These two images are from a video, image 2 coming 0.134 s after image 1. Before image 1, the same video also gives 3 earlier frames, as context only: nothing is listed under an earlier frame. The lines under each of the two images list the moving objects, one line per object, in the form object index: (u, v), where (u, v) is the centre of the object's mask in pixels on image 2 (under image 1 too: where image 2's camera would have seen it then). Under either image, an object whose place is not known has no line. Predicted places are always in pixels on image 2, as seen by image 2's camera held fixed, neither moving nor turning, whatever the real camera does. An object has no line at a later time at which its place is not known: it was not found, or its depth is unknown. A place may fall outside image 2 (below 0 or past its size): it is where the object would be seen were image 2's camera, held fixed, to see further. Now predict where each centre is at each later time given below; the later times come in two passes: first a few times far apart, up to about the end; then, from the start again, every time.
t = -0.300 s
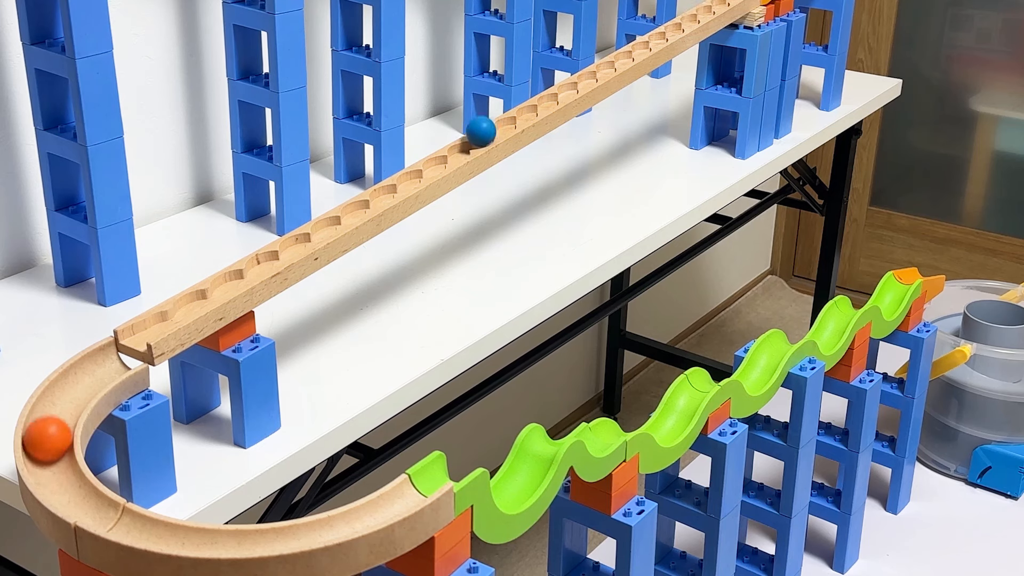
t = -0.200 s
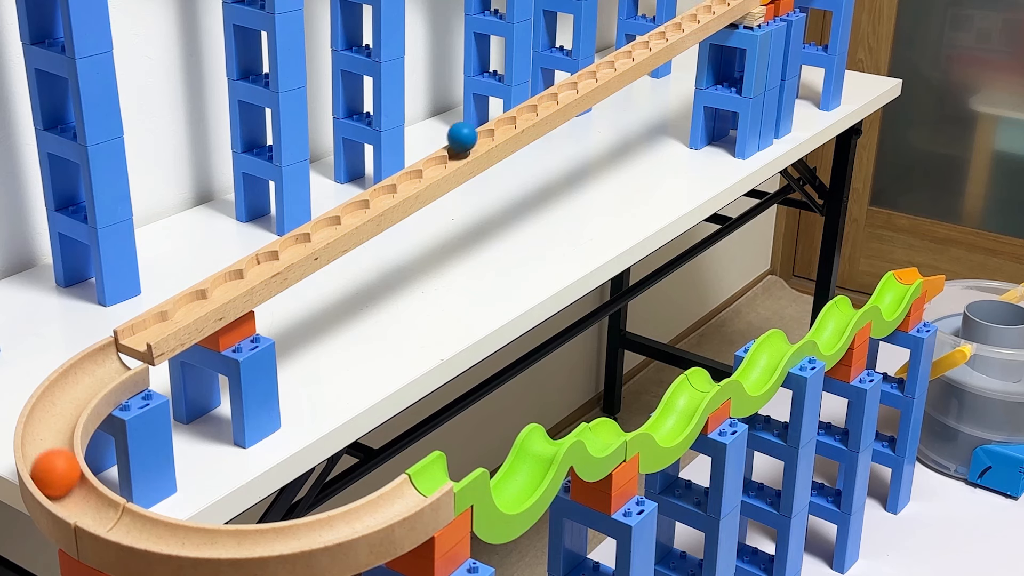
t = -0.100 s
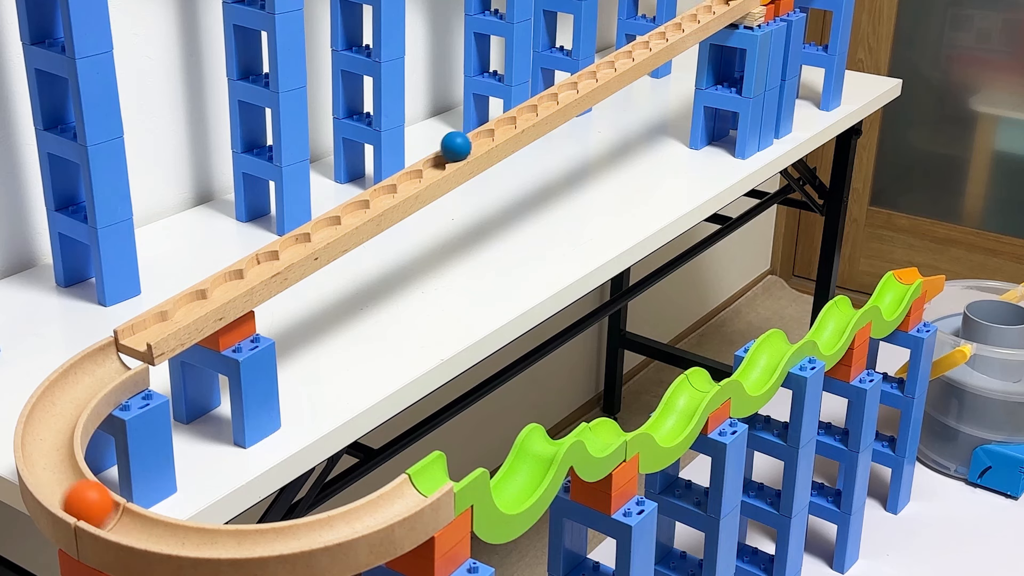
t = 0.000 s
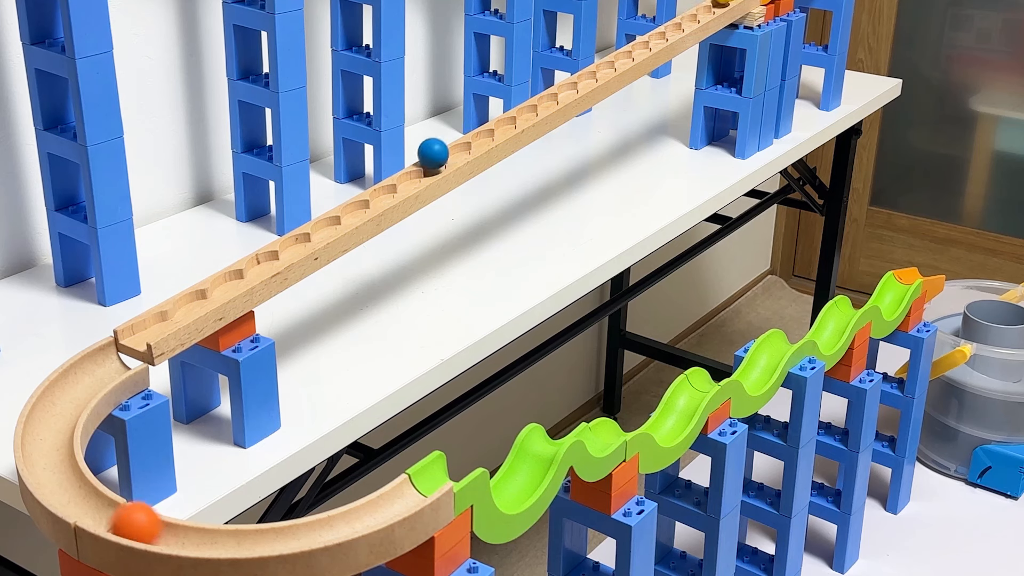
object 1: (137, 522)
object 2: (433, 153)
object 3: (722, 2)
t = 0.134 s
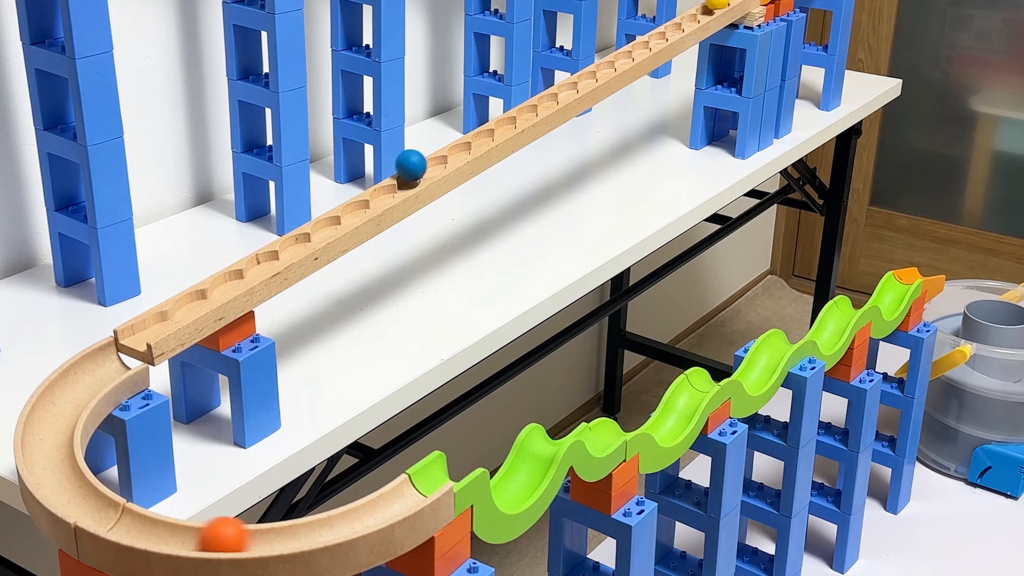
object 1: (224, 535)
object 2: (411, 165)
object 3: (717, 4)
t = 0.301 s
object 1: (335, 521)
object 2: (387, 179)
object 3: (702, 8)
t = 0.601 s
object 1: (453, 460)
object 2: (340, 209)
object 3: (675, 22)
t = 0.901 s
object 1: (564, 425)
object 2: (286, 241)
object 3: (640, 38)
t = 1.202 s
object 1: (700, 378)
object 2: (221, 275)
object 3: (608, 56)
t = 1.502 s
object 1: (796, 328)
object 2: (132, 328)
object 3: (579, 74)
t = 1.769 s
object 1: (862, 297)
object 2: (51, 419)
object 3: (547, 92)
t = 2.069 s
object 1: (928, 266)
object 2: (105, 509)
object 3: (506, 112)
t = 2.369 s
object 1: (959, 308)
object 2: (281, 531)
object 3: (471, 134)
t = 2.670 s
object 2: (420, 480)
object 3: (432, 159)
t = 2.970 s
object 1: (995, 298)
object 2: (515, 481)
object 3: (380, 184)
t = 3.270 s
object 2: (635, 415)
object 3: (326, 213)
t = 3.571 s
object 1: (939, 353)
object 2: (734, 376)
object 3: (281, 243)
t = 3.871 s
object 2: (826, 335)
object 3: (211, 282)
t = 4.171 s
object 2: (899, 280)
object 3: (112, 353)
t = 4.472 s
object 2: (936, 305)
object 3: (45, 449)
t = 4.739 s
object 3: (138, 522)
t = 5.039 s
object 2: (1014, 301)
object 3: (343, 516)
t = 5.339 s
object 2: (982, 298)
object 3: (460, 459)
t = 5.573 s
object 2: (941, 317)
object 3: (559, 420)
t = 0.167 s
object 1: (247, 535)
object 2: (407, 168)
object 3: (710, 5)
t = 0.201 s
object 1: (270, 533)
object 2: (407, 171)
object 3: (705, 6)
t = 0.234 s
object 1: (293, 530)
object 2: (405, 175)
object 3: (704, 6)
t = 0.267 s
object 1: (315, 526)
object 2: (396, 177)
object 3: (706, 8)
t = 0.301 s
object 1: (335, 521)
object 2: (387, 179)
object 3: (702, 8)
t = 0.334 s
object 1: (354, 515)
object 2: (381, 182)
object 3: (695, 9)
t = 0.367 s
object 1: (371, 509)
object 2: (380, 187)
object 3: (691, 10)
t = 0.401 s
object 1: (386, 502)
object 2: (376, 191)
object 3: (690, 12)
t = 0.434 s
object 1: (401, 494)
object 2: (367, 192)
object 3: (691, 13)
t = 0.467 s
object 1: (413, 486)
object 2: (356, 195)
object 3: (688, 15)
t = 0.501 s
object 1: (423, 478)
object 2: (351, 199)
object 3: (682, 16)
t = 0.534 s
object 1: (435, 471)
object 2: (351, 202)
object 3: (675, 18)
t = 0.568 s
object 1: (444, 465)
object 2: (348, 206)
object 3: (674, 20)
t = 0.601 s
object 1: (453, 460)
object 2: (340, 209)
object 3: (675, 22)
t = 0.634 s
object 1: (462, 458)
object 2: (330, 211)
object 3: (672, 24)
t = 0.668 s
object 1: (469, 464)
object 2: (323, 214)
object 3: (665, 25)
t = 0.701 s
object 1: (495, 490)
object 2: (322, 219)
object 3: (659, 27)
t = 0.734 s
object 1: (504, 491)
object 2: (318, 223)
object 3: (657, 29)
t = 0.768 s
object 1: (519, 478)
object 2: (309, 226)
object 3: (658, 32)
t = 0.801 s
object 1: (534, 451)
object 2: (298, 228)
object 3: (656, 33)
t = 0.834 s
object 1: (546, 429)
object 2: (290, 231)
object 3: (649, 34)
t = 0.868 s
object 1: (556, 421)
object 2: (289, 236)
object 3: (643, 36)
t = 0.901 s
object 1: (564, 425)
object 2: (286, 241)
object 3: (640, 38)
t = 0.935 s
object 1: (578, 435)
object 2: (276, 244)
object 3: (642, 41)
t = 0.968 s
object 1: (594, 434)
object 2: (266, 246)
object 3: (639, 43)
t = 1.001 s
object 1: (609, 422)
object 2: (259, 250)
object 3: (632, 44)
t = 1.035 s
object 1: (625, 417)
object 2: (257, 255)
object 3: (625, 46)
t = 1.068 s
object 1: (639, 420)
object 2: (254, 259)
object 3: (623, 48)
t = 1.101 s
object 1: (662, 427)
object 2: (245, 262)
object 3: (624, 51)
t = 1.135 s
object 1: (675, 412)
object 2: (234, 265)
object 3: (622, 53)
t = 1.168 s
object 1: (688, 391)
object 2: (225, 270)
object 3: (615, 54)
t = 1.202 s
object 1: (700, 378)
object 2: (221, 275)
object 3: (608, 56)
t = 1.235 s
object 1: (708, 370)
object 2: (216, 280)
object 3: (605, 58)
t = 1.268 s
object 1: (718, 366)
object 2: (204, 284)
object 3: (606, 60)
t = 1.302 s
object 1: (727, 370)
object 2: (192, 289)
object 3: (604, 62)
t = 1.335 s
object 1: (744, 379)
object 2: (185, 294)
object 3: (597, 64)
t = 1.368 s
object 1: (754, 374)
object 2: (179, 301)
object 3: (590, 66)
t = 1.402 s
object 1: (765, 354)
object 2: (167, 306)
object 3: (586, 68)
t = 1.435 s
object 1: (776, 338)
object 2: (154, 312)
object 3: (587, 71)
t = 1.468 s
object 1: (785, 333)
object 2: (144, 321)
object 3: (585, 73)
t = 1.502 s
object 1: (796, 328)
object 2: (132, 328)
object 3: (579, 74)
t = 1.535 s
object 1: (805, 330)
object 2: (117, 341)
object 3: (571, 77)
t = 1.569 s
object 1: (816, 338)
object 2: (100, 365)
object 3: (567, 79)
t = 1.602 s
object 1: (824, 337)
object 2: (92, 367)
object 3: (567, 81)
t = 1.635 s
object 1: (832, 323)
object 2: (81, 380)
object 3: (566, 84)
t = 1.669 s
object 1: (840, 309)
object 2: (71, 388)
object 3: (561, 86)
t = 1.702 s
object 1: (849, 301)
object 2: (63, 398)
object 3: (553, 87)
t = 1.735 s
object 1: (857, 296)
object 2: (57, 408)
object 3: (547, 89)
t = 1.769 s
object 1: (862, 297)
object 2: (51, 419)
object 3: (547, 92)
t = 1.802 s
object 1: (866, 302)
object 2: (48, 429)
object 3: (546, 95)
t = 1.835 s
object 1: (882, 306)
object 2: (45, 440)
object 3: (540, 97)
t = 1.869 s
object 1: (888, 299)
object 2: (47, 451)
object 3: (532, 99)
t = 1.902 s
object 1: (896, 284)
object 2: (50, 463)
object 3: (526, 101)
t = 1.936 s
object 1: (904, 274)
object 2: (55, 474)
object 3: (526, 104)
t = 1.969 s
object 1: (909, 266)
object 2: (64, 484)
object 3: (526, 107)
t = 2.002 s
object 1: (914, 265)
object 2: (75, 494)
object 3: (521, 109)
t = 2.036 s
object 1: (922, 267)
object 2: (89, 503)
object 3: (512, 110)
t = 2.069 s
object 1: (928, 266)
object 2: (105, 509)
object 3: (506, 112)
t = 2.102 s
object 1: (933, 266)
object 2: (119, 517)
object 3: (504, 115)
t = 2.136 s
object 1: (937, 268)
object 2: (136, 522)
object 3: (504, 118)
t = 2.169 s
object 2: (154, 527)
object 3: (500, 121)
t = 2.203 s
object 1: (940, 303)
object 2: (173, 531)
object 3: (491, 122)
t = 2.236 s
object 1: (941, 321)
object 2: (194, 534)
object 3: (483, 124)
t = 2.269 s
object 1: (942, 316)
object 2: (215, 535)
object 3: (480, 126)
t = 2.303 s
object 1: (947, 314)
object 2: (237, 535)
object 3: (480, 129)
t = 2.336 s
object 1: (954, 311)
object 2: (259, 534)
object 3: (479, 133)
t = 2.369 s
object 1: (959, 308)
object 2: (281, 531)
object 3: (471, 134)
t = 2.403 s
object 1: (965, 304)
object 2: (302, 528)
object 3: (464, 136)
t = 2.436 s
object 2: (322, 523)
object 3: (459, 139)
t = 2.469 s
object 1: (984, 297)
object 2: (341, 518)
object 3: (458, 142)
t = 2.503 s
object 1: (990, 297)
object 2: (357, 512)
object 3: (457, 145)
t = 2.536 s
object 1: (995, 297)
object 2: (374, 505)
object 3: (451, 148)
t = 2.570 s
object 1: (1001, 298)
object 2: (387, 500)
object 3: (442, 150)
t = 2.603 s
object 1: (1006, 299)
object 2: (401, 492)
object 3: (435, 152)
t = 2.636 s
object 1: (1008, 299)
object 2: (410, 487)
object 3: (433, 156)
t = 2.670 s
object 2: (420, 480)
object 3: (432, 159)
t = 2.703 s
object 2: (429, 474)
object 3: (426, 162)
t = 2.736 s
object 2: (436, 469)
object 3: (416, 164)
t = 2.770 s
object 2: (446, 463)
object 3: (409, 167)
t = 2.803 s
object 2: (453, 459)
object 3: (406, 170)
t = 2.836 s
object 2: (460, 459)
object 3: (406, 174)
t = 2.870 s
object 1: (1009, 300)
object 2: (468, 465)
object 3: (399, 177)
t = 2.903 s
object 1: (1006, 299)
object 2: (494, 490)
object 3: (390, 178)
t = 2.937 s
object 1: (1002, 298)
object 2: (503, 492)
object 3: (383, 181)
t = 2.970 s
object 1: (995, 298)
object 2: (515, 481)
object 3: (380, 184)
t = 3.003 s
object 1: (991, 297)
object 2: (531, 456)
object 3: (380, 188)
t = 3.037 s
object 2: (542, 434)
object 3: (374, 192)
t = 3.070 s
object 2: (551, 427)
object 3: (364, 194)
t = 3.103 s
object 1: (965, 304)
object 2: (562, 427)
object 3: (355, 196)
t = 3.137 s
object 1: (960, 308)
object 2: (573, 434)
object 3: (351, 200)
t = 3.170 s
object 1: (956, 310)
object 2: (589, 436)
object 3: (351, 205)
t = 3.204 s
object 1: (951, 313)
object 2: (603, 426)
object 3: (344, 208)
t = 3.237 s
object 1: (945, 315)
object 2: (618, 416)
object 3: (334, 210)
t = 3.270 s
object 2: (635, 415)
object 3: (326, 213)
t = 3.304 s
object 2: (653, 424)
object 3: (322, 216)
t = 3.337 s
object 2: (665, 423)
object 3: (322, 219)
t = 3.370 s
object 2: (681, 404)
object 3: (319, 223)
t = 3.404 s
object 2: (688, 389)
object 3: (312, 226)
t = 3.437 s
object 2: (697, 379)
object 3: (302, 227)
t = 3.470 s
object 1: (937, 346)
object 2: (706, 373)
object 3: (294, 230)
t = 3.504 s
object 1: (938, 349)
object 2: (715, 368)
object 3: (290, 235)
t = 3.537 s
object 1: (940, 350)
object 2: (722, 370)
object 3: (289, 239)
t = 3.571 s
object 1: (939, 353)
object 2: (734, 376)
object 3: (281, 243)
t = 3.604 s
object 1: (959, 372)
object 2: (748, 379)
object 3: (270, 246)
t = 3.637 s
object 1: (968, 373)
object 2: (759, 367)
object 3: (260, 250)
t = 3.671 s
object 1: (982, 377)
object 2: (769, 348)
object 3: (257, 254)
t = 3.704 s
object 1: (997, 381)
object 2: (778, 338)
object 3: (254, 259)
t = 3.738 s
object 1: (1012, 384)
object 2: (788, 332)
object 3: (244, 263)
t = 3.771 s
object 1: (1018, 385)
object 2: (796, 330)
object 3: (232, 266)
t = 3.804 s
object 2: (803, 334)
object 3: (224, 271)
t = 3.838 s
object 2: (818, 340)
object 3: (220, 277)
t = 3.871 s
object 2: (826, 335)
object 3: (211, 282)
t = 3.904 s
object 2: (835, 317)
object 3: (198, 287)
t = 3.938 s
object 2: (843, 305)
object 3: (188, 292)
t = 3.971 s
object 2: (853, 299)
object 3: (183, 298)
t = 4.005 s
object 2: (860, 296)
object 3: (174, 304)
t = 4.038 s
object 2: (866, 299)
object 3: (161, 309)
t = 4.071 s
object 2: (874, 304)
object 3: (150, 316)
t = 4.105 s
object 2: (885, 304)
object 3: (140, 325)
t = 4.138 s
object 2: (891, 293)
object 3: (126, 334)
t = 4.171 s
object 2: (899, 280)
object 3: (112, 353)
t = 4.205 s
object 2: (905, 272)
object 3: (96, 368)
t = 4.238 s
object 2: (907, 266)
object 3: (85, 375)
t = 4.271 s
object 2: (913, 265)
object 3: (73, 384)
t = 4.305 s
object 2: (922, 267)
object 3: (66, 394)
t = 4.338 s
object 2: (929, 266)
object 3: (57, 404)
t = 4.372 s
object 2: (933, 266)
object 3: (52, 414)
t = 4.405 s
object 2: (935, 269)
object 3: (47, 426)
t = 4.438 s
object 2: (944, 287)
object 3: (44, 437)
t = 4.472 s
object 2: (936, 305)
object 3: (45, 449)
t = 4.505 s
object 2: (938, 322)
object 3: (47, 461)
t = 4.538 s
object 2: (938, 308)
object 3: (54, 472)
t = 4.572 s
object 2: (944, 302)
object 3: (62, 483)
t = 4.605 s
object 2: (951, 304)
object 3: (73, 493)
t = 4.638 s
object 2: (956, 310)
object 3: (88, 502)
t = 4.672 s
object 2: (961, 306)
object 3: (104, 509)
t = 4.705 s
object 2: (968, 301)
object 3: (121, 516)
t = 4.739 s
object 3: (138, 522)
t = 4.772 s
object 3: (160, 528)
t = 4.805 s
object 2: (991, 297)
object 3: (182, 532)
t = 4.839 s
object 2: (996, 298)
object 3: (206, 534)
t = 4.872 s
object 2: (1002, 298)
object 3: (231, 535)
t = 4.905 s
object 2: (1006, 299)
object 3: (254, 533)
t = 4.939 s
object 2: (1009, 300)
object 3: (278, 530)
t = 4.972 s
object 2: (1011, 300)
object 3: (301, 527)
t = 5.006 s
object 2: (1013, 301)
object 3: (323, 522)
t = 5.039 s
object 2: (1014, 301)
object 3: (343, 516)
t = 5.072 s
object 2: (1014, 301)
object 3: (363, 509)
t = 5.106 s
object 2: (1012, 300)
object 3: (380, 502)
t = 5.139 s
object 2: (1010, 300)
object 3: (395, 494)
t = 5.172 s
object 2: (1008, 300)
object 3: (409, 485)
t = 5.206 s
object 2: (1004, 299)
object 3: (421, 477)
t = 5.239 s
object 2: (1000, 298)
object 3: (431, 470)
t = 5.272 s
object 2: (994, 298)
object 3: (442, 463)
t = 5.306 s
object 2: (989, 297)
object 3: (452, 458)
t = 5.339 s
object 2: (982, 298)
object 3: (460, 459)
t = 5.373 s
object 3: (470, 467)
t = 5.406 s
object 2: (964, 306)
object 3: (496, 493)
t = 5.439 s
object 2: (960, 308)
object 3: (507, 488)
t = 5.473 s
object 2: (956, 311)
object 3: (523, 468)
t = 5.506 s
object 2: (952, 313)
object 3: (538, 439)
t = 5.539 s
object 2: (946, 315)
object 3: (550, 423)
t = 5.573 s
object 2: (941, 317)
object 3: (559, 420)
